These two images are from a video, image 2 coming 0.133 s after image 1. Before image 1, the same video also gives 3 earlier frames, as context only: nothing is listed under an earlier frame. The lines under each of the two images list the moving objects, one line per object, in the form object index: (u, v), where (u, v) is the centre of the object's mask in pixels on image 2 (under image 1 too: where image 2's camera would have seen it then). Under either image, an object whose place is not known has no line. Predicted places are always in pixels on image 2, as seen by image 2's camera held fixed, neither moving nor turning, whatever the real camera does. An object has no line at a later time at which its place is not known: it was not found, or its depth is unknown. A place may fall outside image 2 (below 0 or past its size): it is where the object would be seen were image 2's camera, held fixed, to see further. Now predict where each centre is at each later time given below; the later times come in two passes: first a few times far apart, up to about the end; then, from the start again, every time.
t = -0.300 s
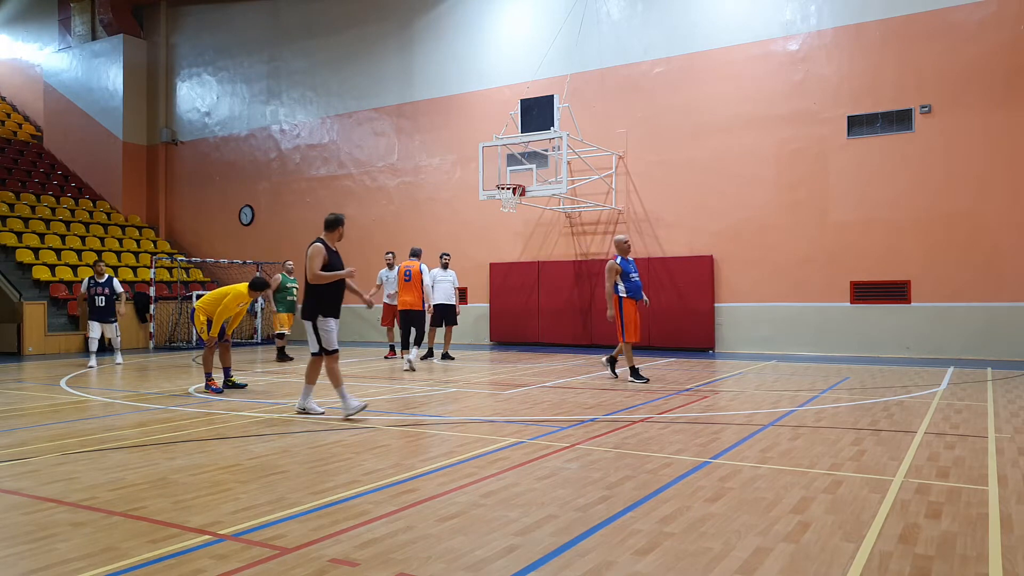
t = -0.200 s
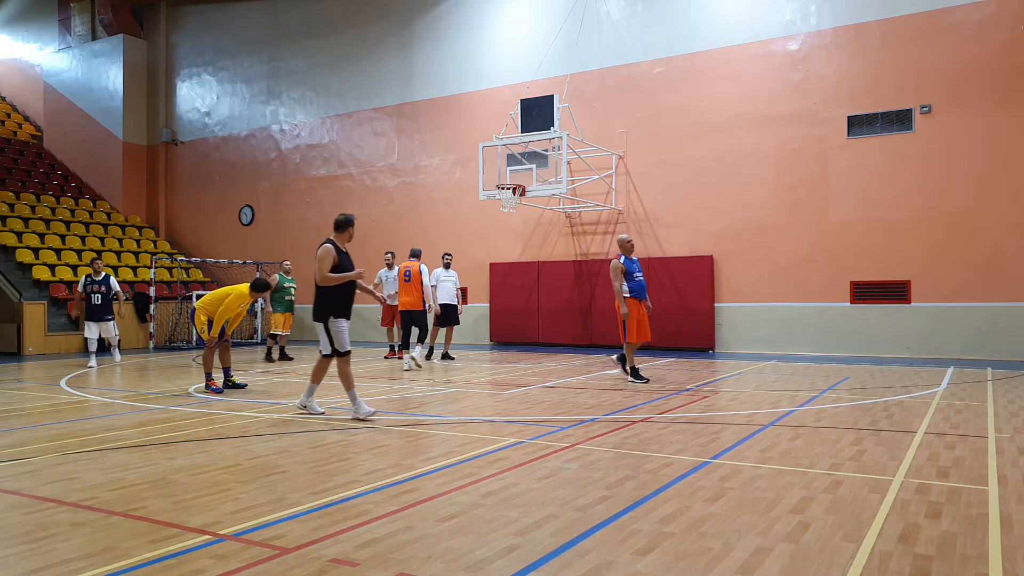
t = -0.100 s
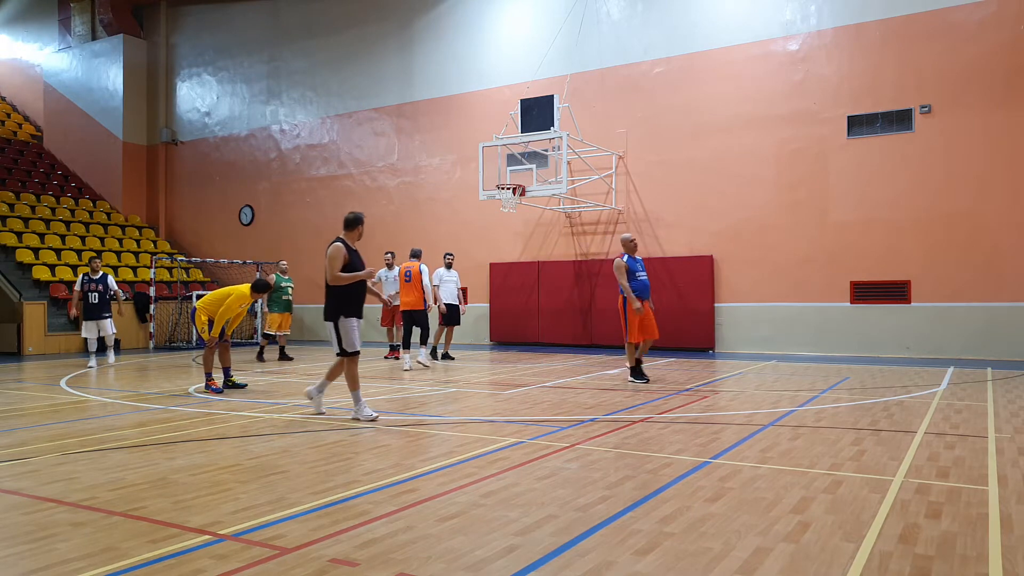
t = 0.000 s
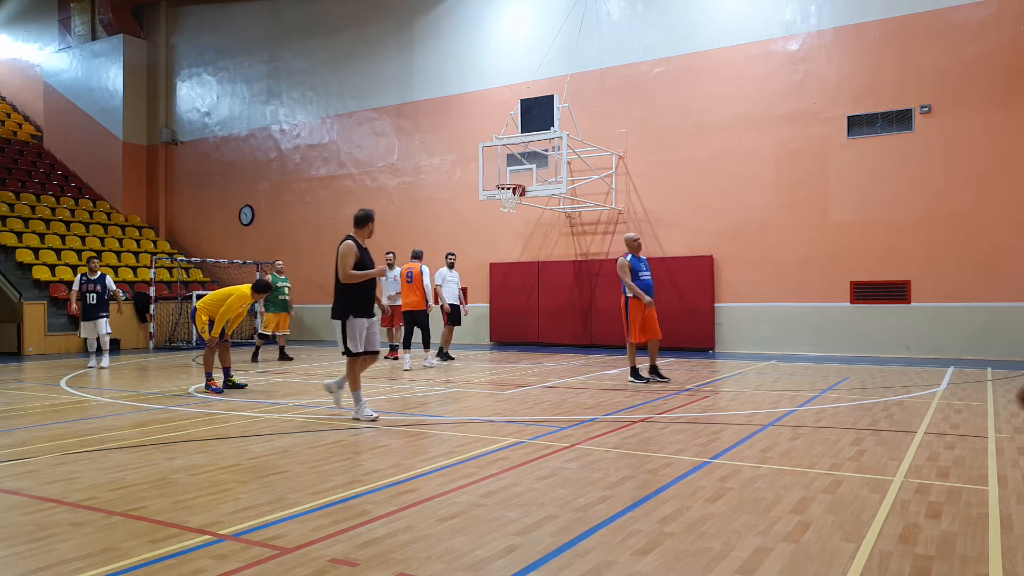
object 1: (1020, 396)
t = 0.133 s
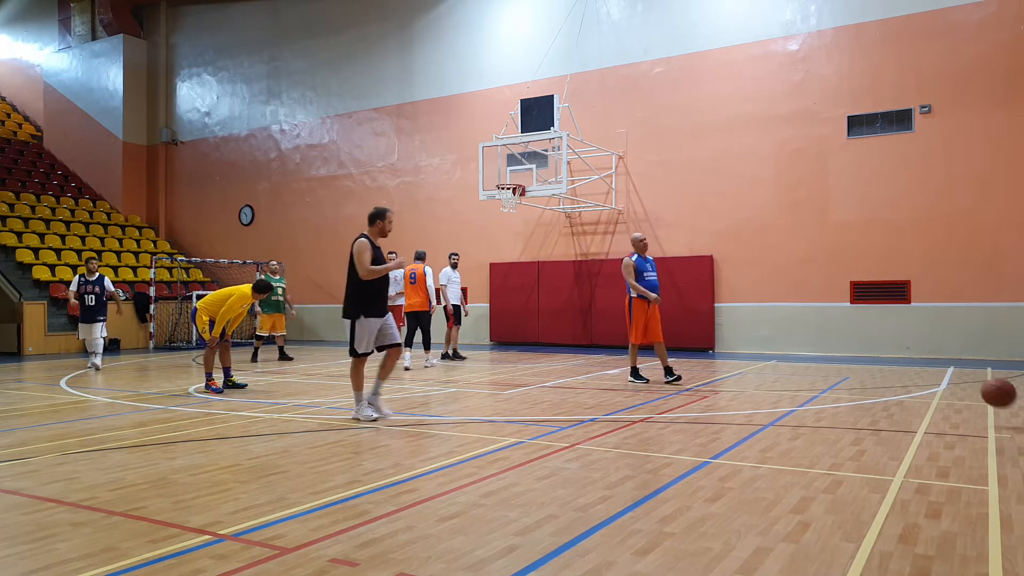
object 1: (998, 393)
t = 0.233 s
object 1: (980, 377)
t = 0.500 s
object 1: (933, 392)
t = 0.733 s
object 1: (895, 385)
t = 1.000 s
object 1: (851, 405)
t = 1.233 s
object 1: (815, 391)
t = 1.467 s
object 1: (778, 403)
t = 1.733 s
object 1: (738, 410)
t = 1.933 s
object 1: (709, 401)
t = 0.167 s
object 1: (992, 386)
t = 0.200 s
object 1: (986, 381)
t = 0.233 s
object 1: (980, 377)
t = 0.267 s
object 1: (974, 374)
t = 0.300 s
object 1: (968, 373)
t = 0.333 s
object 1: (962, 373)
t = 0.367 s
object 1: (956, 374)
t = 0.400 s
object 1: (951, 376)
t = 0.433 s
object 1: (945, 380)
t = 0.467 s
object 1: (939, 385)
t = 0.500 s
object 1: (933, 392)
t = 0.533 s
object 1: (928, 400)
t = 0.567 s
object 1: (922, 409)
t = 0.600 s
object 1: (916, 407)
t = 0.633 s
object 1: (911, 399)
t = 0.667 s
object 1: (905, 393)
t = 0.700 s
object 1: (900, 389)
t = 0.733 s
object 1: (895, 385)
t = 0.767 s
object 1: (889, 383)
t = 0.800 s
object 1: (883, 382)
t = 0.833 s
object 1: (878, 383)
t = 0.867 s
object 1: (873, 384)
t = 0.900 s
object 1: (867, 387)
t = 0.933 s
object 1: (862, 392)
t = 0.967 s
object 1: (857, 397)
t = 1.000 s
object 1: (851, 405)
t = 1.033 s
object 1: (846, 411)
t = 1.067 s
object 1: (841, 405)
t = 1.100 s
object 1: (836, 399)
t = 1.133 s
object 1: (830, 395)
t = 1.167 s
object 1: (825, 393)
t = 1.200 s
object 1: (820, 391)
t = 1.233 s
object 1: (815, 391)
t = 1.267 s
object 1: (809, 392)
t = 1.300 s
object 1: (805, 394)
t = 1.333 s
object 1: (799, 398)
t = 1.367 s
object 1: (794, 402)
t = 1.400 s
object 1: (789, 408)
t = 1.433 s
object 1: (784, 407)
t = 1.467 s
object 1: (778, 403)
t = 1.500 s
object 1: (773, 399)
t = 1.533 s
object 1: (768, 397)
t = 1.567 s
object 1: (763, 396)
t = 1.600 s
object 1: (758, 397)
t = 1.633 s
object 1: (753, 398)
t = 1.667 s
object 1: (748, 401)
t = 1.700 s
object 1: (743, 405)
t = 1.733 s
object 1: (738, 410)
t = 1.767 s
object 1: (733, 405)
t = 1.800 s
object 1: (728, 402)
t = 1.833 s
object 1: (723, 400)
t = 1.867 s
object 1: (718, 399)
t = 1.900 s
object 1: (714, 400)
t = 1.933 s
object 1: (709, 401)
